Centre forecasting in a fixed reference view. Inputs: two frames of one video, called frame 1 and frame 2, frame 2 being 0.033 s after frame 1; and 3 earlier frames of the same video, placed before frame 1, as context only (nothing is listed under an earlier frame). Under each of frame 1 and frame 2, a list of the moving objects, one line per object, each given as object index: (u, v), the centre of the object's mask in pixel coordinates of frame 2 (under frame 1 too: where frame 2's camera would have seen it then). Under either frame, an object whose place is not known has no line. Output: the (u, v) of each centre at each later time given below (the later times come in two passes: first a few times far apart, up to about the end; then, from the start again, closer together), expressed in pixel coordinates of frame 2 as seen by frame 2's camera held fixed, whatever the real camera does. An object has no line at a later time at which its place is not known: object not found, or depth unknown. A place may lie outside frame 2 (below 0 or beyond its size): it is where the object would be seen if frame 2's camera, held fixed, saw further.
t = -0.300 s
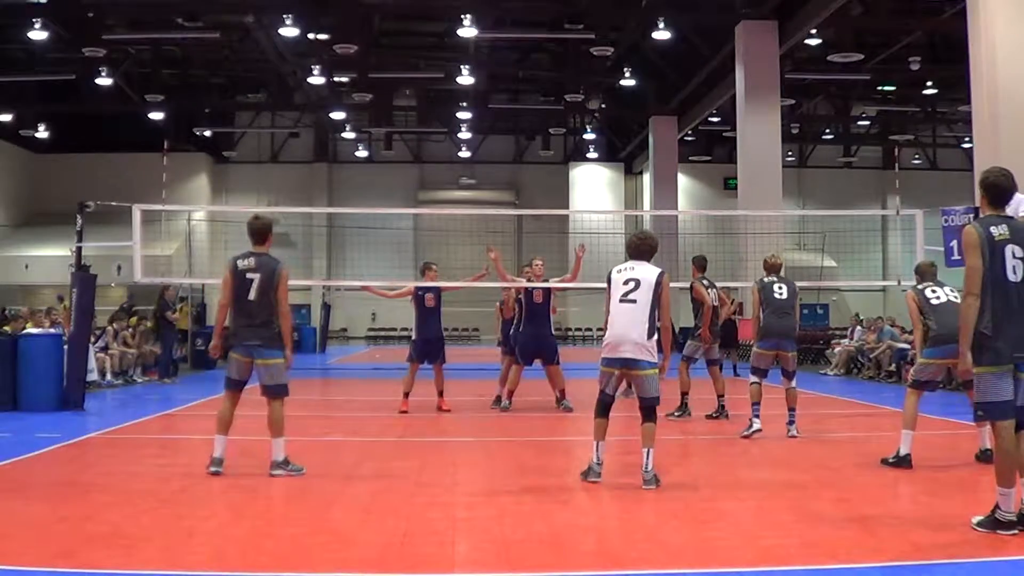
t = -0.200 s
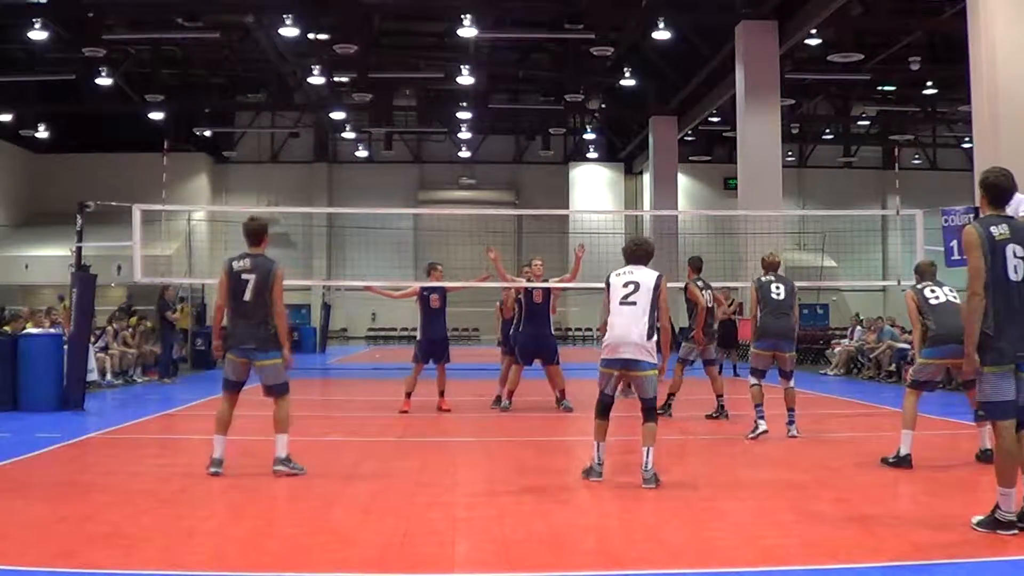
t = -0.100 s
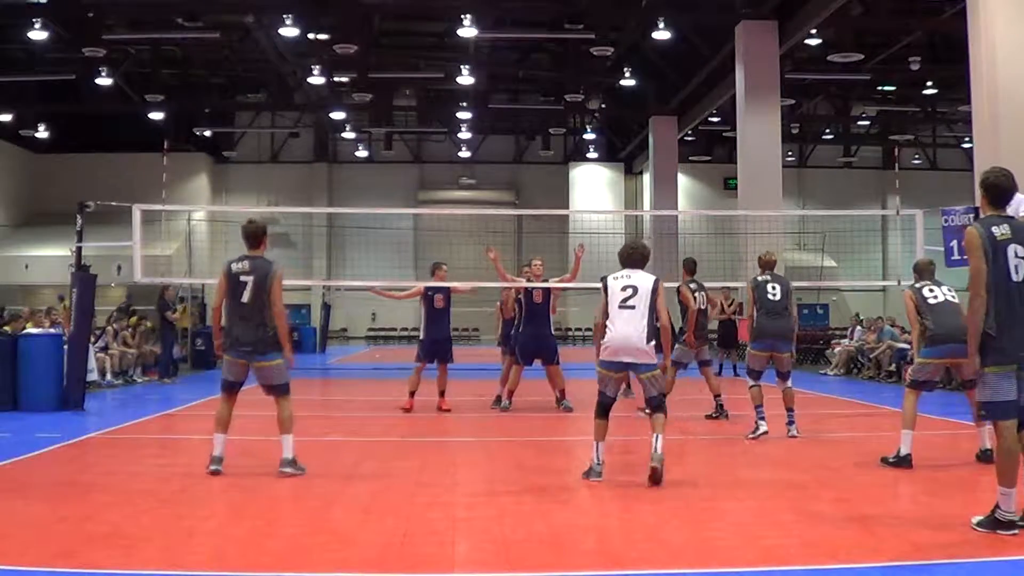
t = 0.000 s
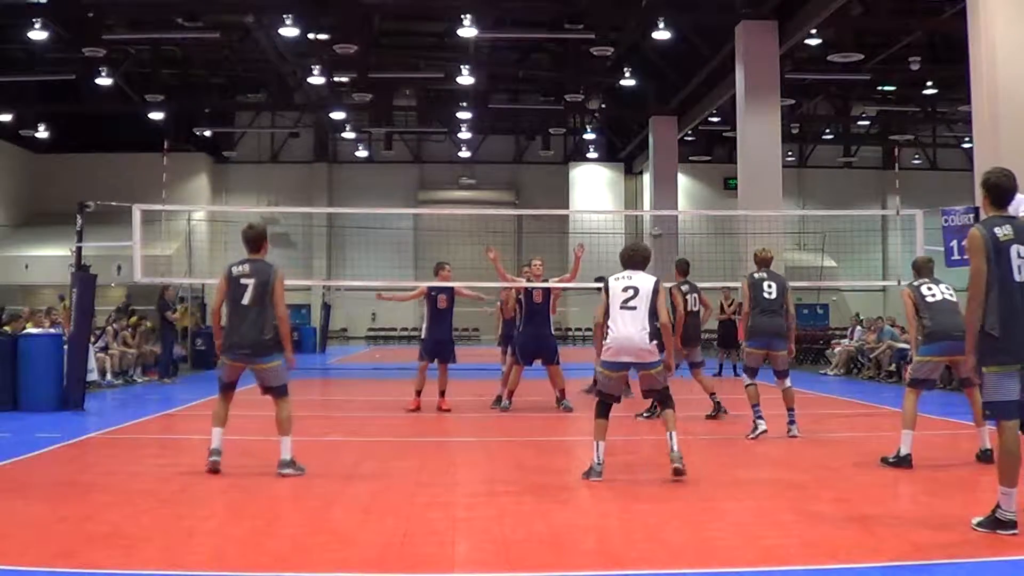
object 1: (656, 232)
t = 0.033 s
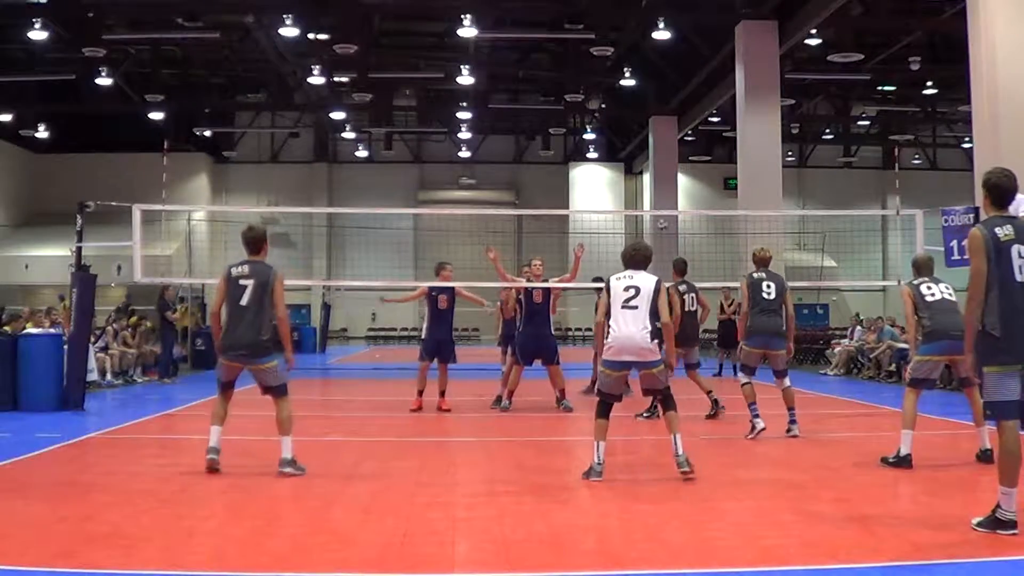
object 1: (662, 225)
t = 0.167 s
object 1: (684, 199)
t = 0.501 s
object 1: (761, 175)
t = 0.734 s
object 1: (834, 209)
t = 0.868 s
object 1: (885, 252)
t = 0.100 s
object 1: (673, 207)
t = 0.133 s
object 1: (678, 204)
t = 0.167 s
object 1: (684, 199)
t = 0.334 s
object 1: (720, 177)
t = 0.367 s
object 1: (727, 176)
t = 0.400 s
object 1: (735, 173)
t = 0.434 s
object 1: (743, 174)
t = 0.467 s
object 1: (753, 173)
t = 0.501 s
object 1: (761, 175)
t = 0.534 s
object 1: (770, 177)
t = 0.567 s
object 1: (779, 180)
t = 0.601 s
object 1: (790, 183)
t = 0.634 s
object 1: (801, 187)
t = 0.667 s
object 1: (811, 194)
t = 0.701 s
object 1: (822, 200)
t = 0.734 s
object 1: (834, 209)
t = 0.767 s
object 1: (846, 219)
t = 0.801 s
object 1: (859, 229)
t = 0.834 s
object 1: (872, 239)
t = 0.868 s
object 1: (885, 252)
